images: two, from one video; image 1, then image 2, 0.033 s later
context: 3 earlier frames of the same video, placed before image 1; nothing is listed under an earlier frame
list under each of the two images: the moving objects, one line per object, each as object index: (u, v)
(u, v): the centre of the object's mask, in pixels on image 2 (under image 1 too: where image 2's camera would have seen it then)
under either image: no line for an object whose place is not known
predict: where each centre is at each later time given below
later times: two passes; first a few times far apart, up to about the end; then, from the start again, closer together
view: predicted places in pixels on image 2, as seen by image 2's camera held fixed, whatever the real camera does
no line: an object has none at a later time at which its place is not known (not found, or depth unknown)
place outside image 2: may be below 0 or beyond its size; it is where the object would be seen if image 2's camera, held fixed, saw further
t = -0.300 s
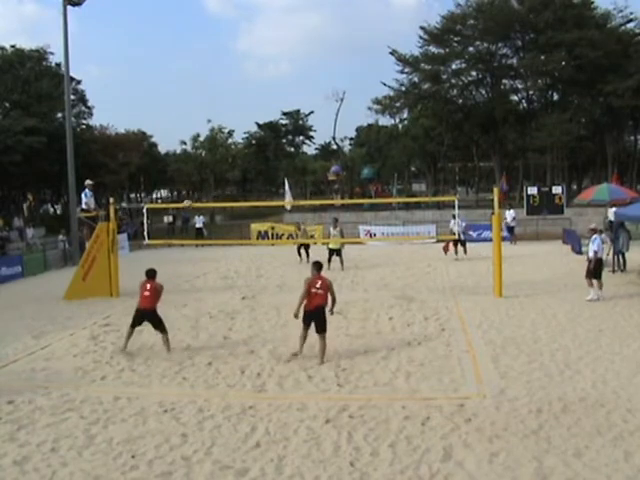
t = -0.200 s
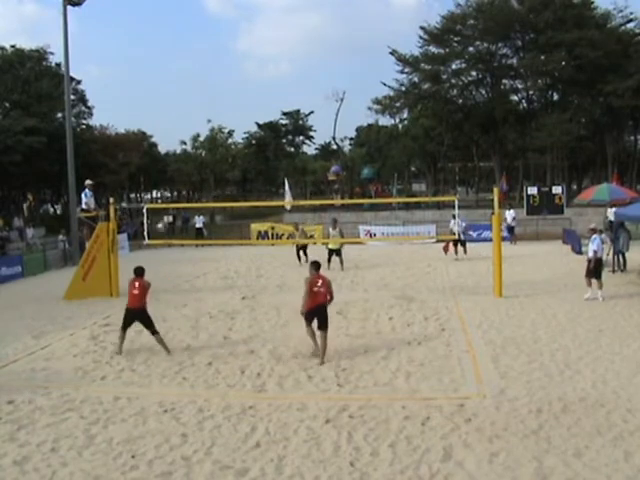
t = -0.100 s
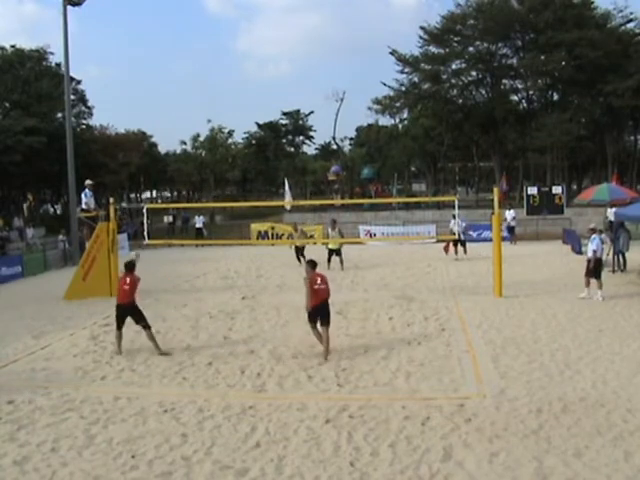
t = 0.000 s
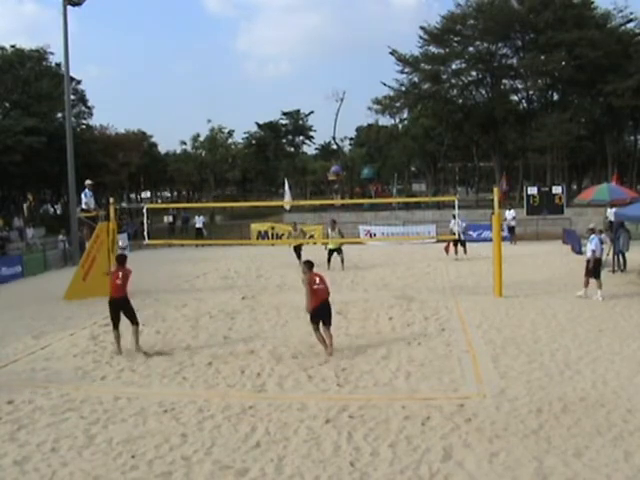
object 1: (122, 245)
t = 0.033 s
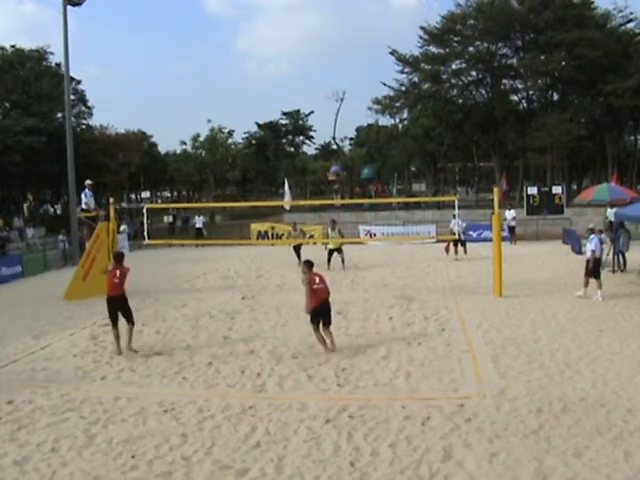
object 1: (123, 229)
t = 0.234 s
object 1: (136, 144)
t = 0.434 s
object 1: (150, 87)
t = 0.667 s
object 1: (166, 48)
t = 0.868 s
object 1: (180, 37)
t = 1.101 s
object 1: (196, 49)
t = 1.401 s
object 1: (216, 100)
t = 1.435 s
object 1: (219, 109)
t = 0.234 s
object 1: (136, 144)
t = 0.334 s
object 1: (144, 114)
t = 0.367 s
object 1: (145, 105)
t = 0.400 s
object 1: (148, 96)
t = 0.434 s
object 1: (150, 87)
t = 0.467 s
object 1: (152, 80)
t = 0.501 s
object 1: (155, 73)
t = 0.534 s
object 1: (157, 67)
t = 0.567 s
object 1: (159, 62)
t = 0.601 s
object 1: (162, 57)
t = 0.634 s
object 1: (164, 52)
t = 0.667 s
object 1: (166, 48)
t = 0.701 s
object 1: (169, 45)
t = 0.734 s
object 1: (171, 42)
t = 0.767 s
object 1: (173, 40)
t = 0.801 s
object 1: (176, 38)
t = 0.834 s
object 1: (178, 38)
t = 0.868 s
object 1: (180, 37)
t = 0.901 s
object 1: (183, 37)
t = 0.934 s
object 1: (184, 38)
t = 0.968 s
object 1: (187, 39)
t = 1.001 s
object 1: (189, 41)
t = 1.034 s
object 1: (191, 43)
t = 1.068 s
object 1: (193, 45)
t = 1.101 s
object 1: (196, 49)
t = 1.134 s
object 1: (198, 53)
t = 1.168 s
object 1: (200, 57)
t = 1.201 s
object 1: (203, 61)
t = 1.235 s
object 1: (205, 66)
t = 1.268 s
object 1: (207, 73)
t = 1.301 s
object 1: (209, 79)
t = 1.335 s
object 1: (212, 85)
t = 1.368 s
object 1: (214, 92)
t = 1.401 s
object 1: (216, 100)
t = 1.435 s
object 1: (219, 109)
